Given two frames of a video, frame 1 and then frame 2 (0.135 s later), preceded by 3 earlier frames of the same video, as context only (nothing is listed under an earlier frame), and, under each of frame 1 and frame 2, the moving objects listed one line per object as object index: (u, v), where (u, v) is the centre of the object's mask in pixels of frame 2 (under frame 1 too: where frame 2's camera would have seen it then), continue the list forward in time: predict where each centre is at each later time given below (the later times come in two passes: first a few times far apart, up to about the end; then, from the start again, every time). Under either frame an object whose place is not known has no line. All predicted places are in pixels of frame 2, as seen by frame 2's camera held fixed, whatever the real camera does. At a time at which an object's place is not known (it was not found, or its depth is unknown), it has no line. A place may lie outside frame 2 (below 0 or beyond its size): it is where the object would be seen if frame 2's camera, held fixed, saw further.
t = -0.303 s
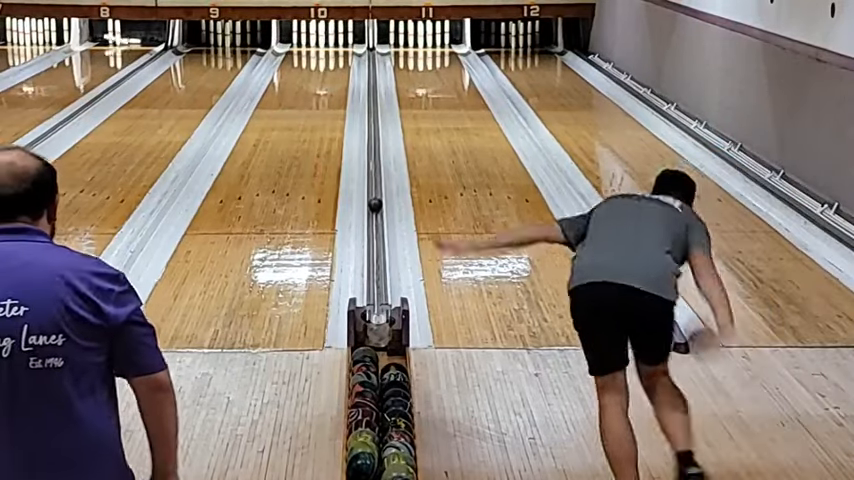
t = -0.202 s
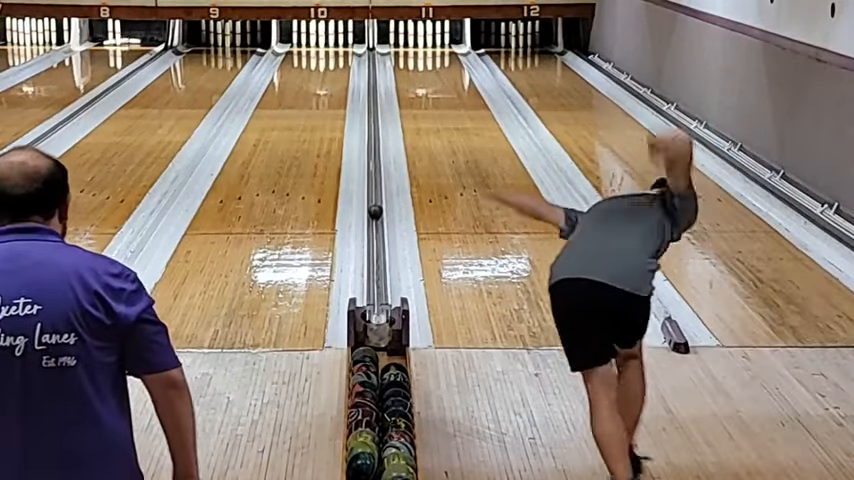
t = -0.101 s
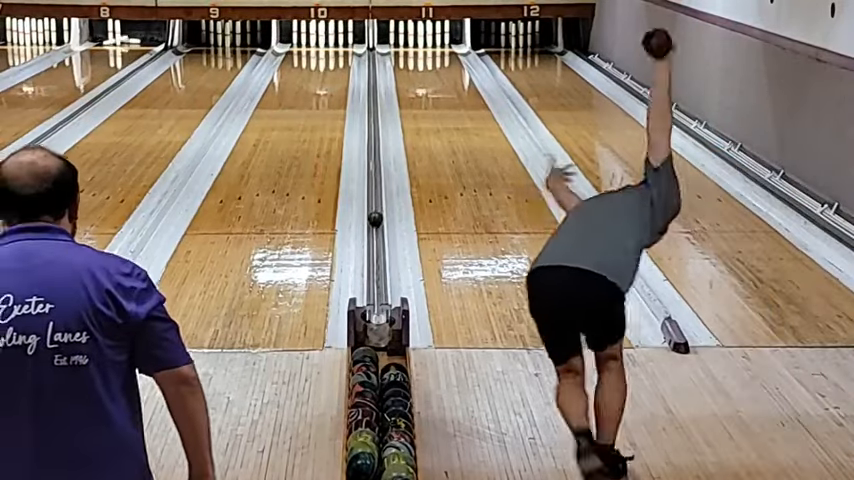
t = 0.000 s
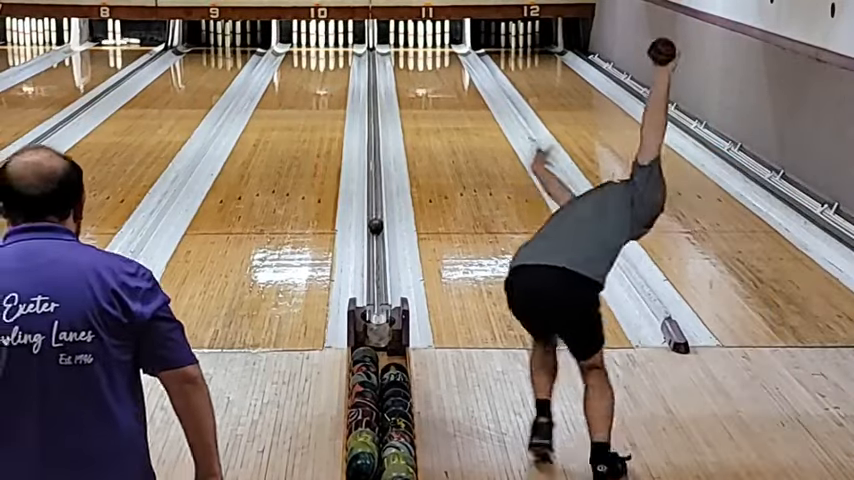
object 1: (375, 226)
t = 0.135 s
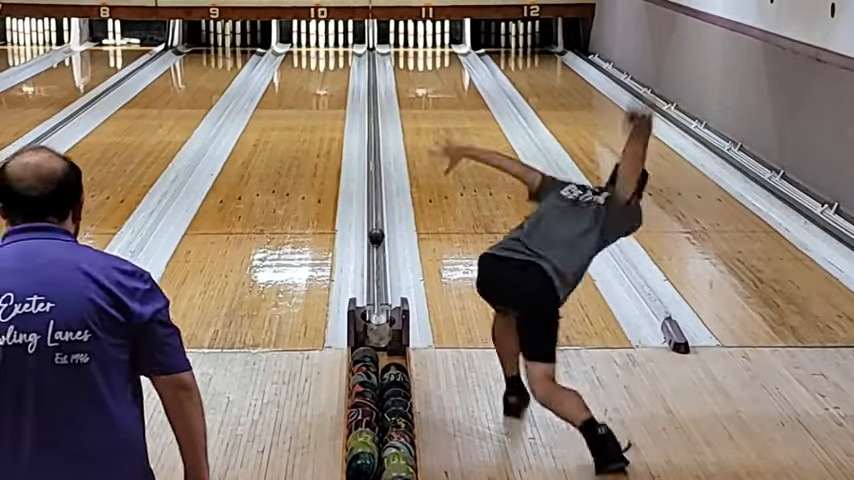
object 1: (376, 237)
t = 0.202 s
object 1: (376, 243)
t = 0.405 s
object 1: (376, 260)
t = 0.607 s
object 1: (376, 278)
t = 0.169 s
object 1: (376, 240)
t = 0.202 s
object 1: (376, 243)
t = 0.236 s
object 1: (376, 245)
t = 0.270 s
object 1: (376, 248)
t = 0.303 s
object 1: (376, 251)
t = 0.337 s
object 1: (376, 253)
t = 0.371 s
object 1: (376, 257)
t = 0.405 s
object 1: (376, 260)
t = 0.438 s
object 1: (376, 263)
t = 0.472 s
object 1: (376, 265)
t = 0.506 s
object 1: (376, 269)
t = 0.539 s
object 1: (376, 272)
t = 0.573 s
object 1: (376, 275)
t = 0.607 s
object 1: (376, 278)
